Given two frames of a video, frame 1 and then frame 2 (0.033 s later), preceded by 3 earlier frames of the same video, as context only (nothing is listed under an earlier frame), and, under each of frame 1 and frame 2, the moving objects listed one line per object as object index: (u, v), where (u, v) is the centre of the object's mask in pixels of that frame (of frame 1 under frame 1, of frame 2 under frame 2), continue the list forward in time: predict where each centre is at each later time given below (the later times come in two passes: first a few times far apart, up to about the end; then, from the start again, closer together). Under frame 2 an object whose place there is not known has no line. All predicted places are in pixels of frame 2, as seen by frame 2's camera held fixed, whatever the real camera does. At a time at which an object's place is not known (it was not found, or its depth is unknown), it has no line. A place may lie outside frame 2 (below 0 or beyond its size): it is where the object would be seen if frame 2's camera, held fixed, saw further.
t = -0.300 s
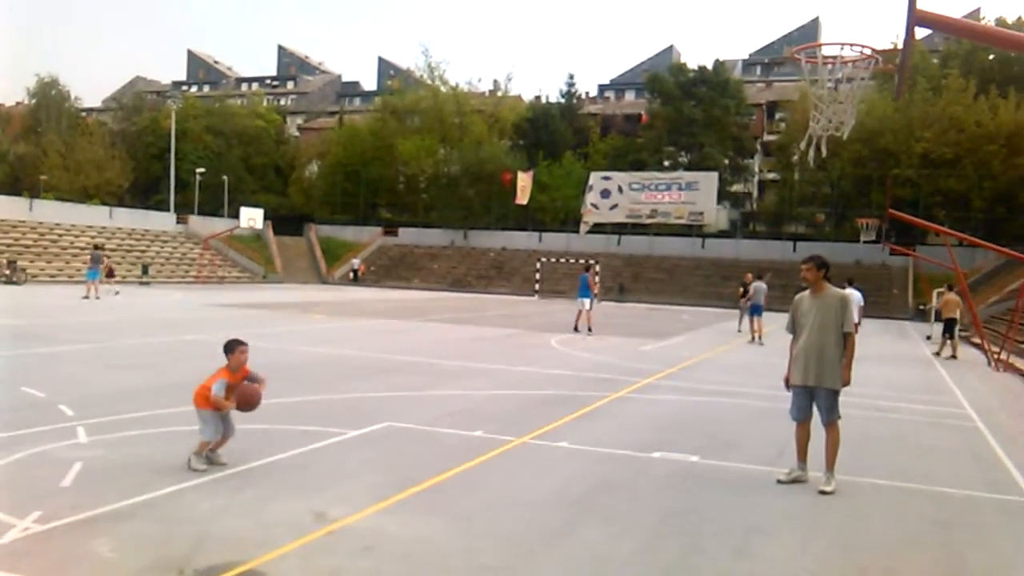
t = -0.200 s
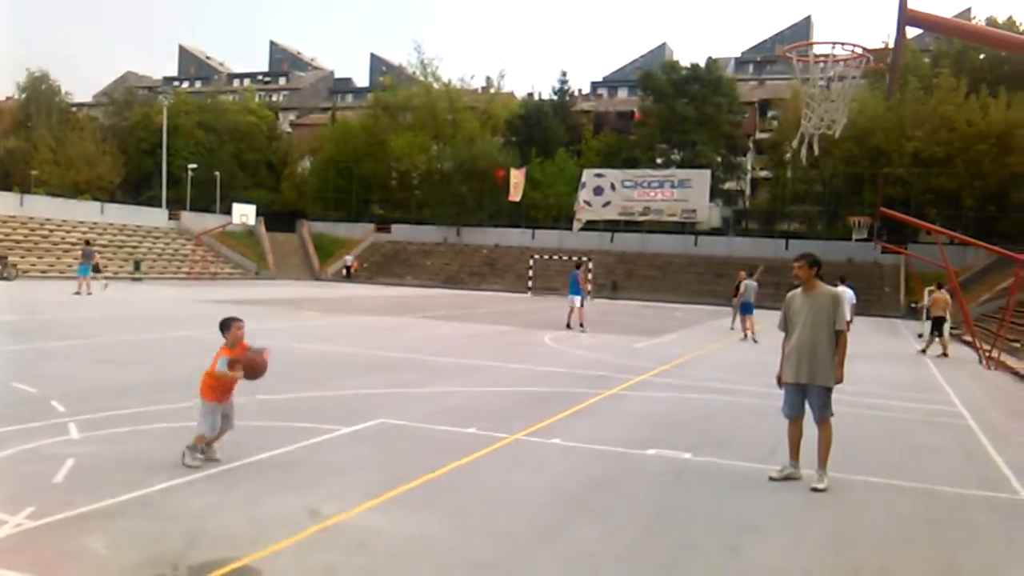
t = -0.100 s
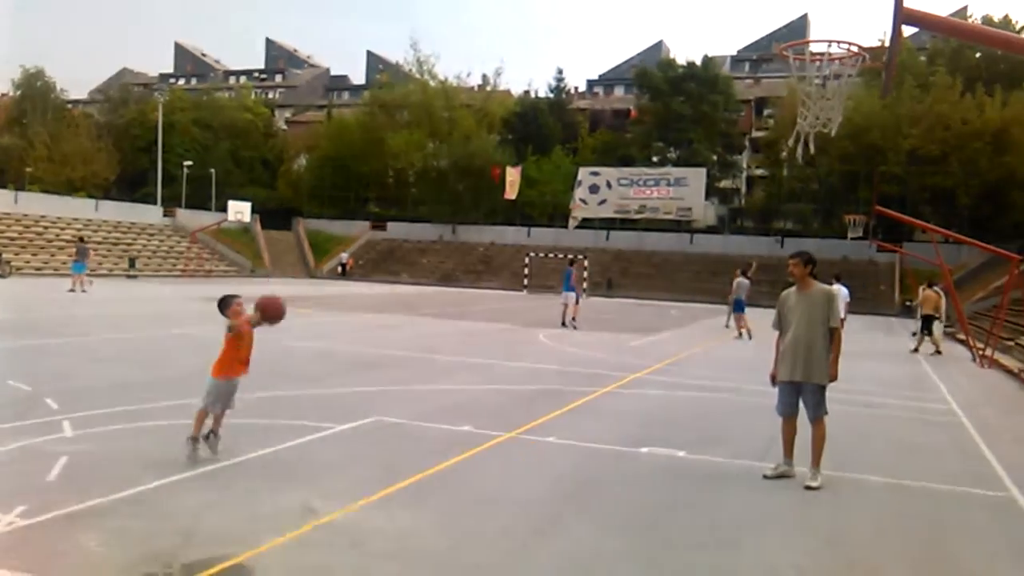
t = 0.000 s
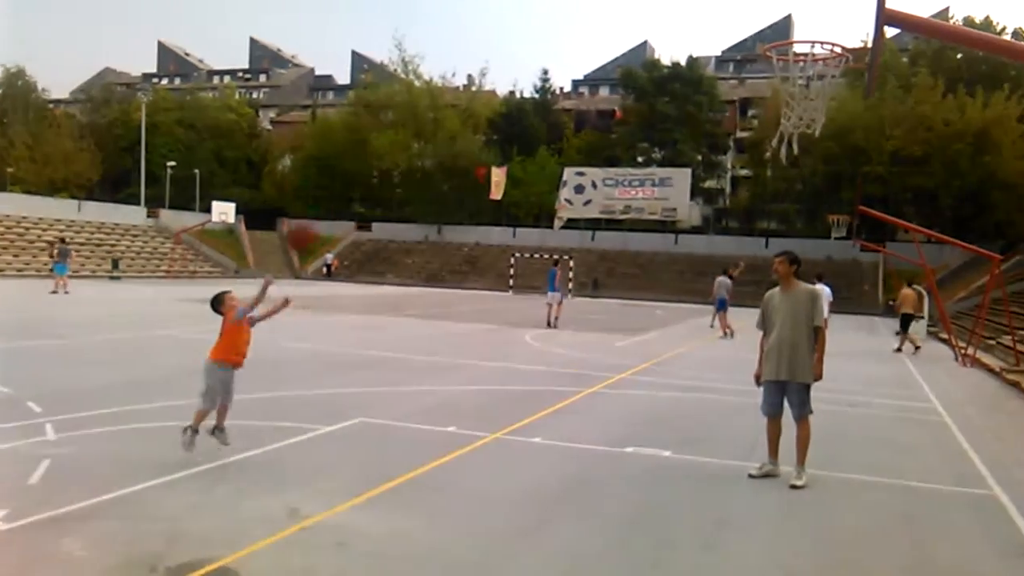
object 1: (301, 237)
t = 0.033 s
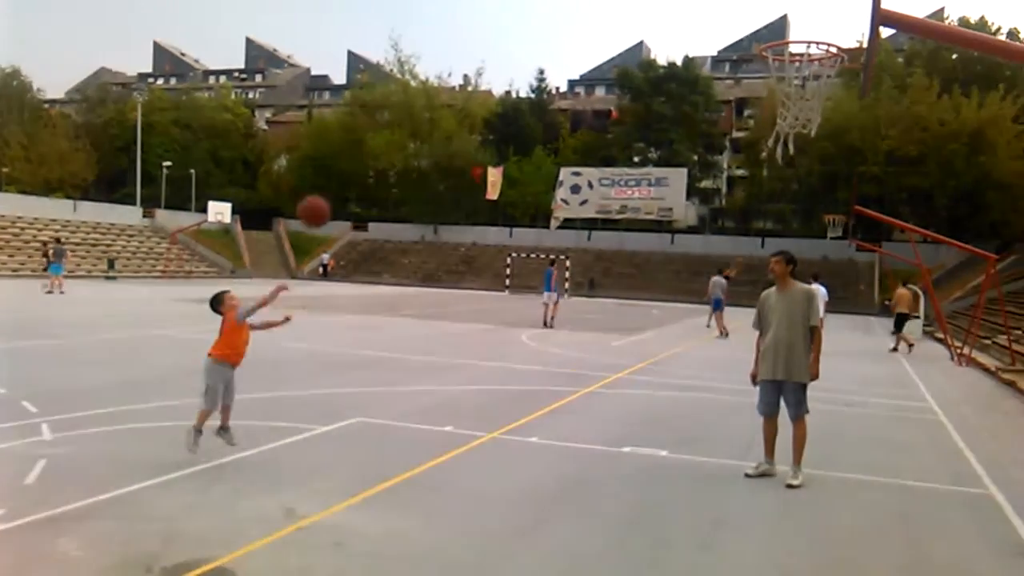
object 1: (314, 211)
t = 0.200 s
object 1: (396, 108)
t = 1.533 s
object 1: (545, 420)
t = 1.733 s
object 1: (478, 433)
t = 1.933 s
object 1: (433, 313)
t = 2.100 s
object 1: (394, 258)
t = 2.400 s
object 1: (312, 266)
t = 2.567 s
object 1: (263, 333)
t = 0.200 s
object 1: (396, 108)
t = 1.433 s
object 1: (592, 319)
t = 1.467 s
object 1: (576, 351)
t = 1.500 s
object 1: (561, 385)
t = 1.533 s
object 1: (545, 420)
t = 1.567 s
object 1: (529, 458)
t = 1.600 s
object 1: (513, 496)
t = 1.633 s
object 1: (500, 514)
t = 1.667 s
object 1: (492, 485)
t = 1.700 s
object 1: (485, 459)
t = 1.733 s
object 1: (478, 433)
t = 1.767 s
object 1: (471, 409)
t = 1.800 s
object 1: (463, 387)
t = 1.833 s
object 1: (456, 366)
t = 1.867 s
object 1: (449, 347)
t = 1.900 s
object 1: (441, 329)
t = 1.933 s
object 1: (433, 313)
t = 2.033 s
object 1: (409, 274)
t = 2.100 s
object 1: (394, 258)
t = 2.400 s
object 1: (312, 266)
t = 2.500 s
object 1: (283, 300)
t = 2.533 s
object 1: (273, 316)
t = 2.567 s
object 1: (263, 333)
